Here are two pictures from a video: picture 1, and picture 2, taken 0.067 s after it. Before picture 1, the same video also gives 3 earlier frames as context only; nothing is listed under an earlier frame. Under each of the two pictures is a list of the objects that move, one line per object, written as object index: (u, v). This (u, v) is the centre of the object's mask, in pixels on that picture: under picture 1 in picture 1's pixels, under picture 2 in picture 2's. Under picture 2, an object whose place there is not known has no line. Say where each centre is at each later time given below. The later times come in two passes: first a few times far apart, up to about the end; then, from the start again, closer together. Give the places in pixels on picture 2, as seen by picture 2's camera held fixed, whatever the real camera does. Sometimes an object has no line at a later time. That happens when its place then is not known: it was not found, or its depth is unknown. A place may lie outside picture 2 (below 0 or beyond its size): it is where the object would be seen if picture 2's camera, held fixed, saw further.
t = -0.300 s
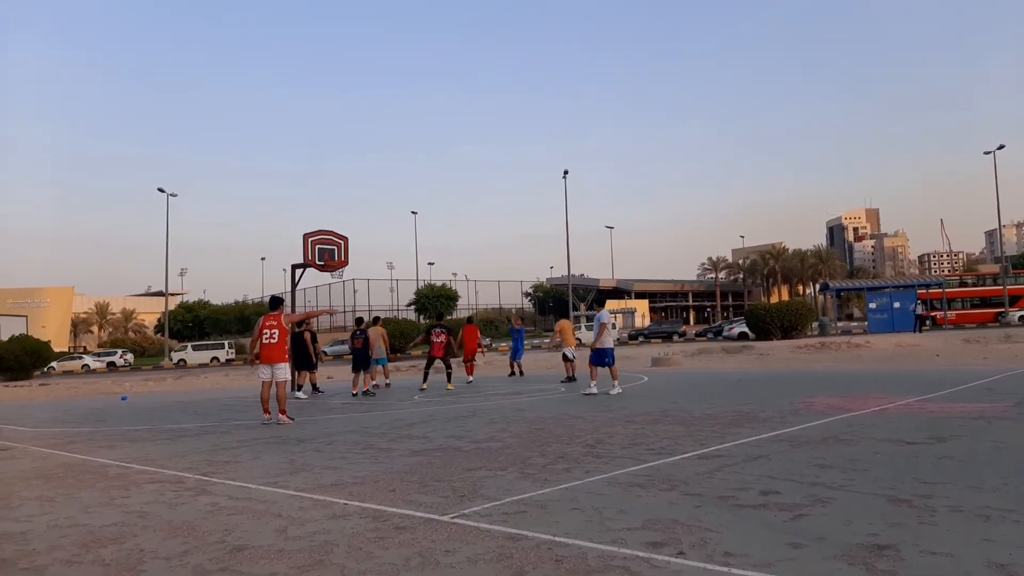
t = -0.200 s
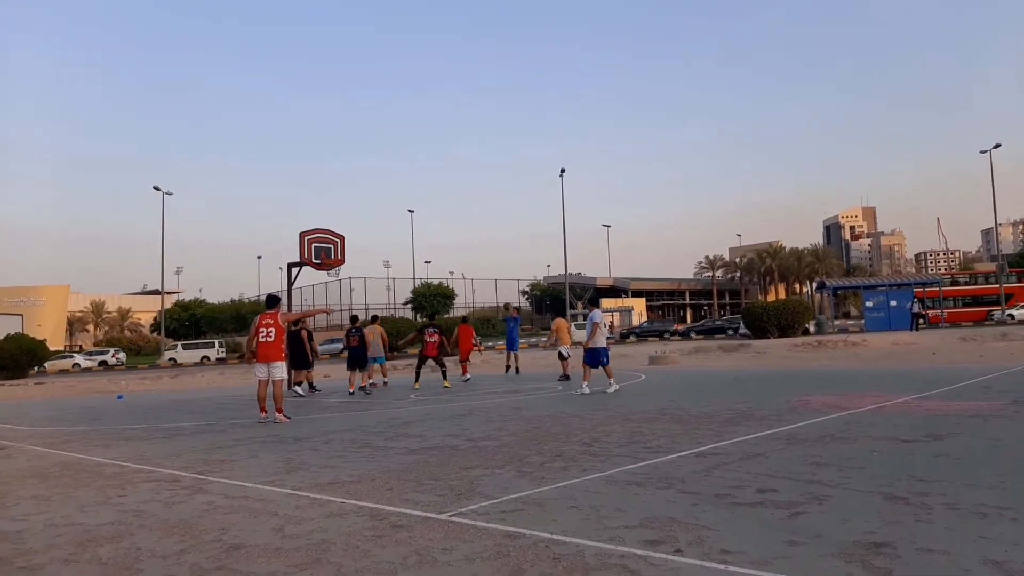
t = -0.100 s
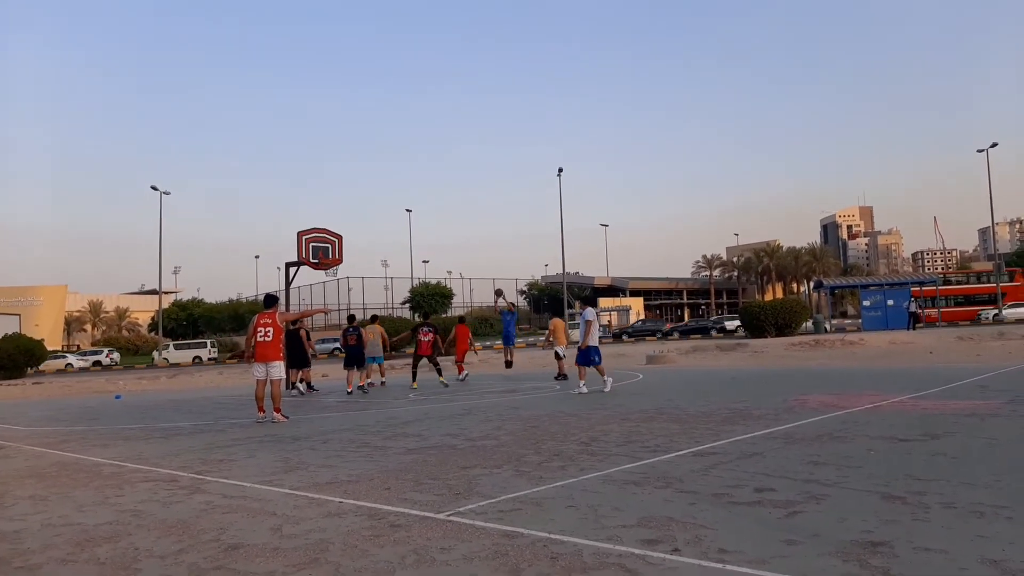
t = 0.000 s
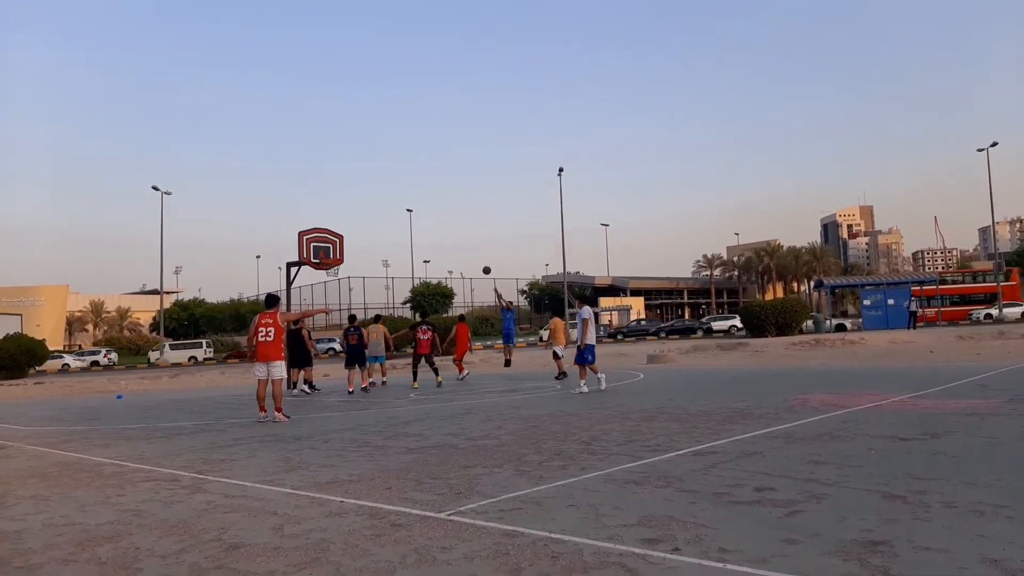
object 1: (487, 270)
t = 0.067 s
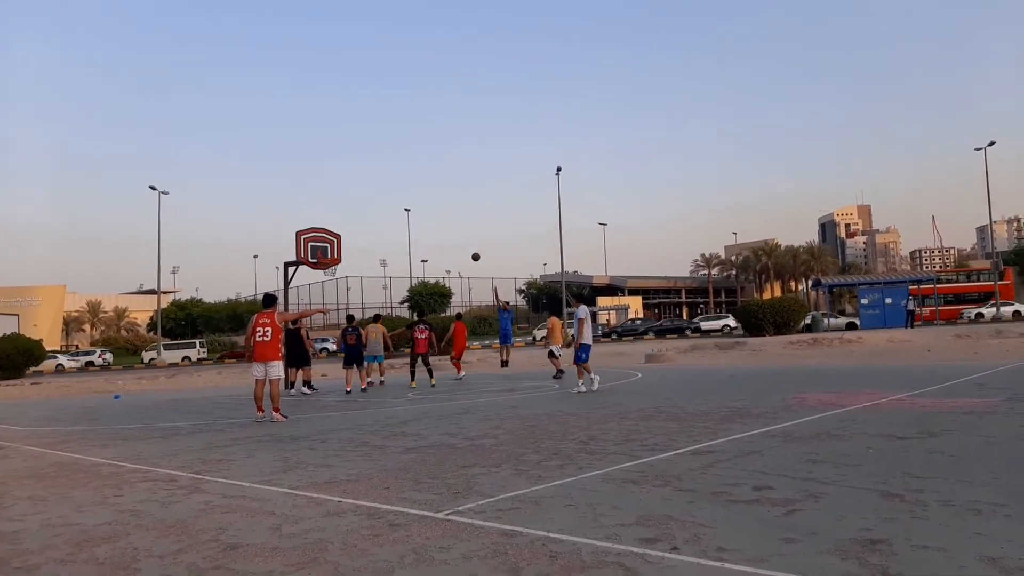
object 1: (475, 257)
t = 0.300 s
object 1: (445, 223)
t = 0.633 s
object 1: (400, 206)
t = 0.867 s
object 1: (368, 220)
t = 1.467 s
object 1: (287, 258)
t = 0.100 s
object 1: (471, 251)
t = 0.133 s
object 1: (467, 245)
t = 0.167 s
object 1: (463, 240)
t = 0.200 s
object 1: (458, 235)
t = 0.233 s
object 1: (454, 231)
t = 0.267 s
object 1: (449, 227)
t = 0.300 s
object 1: (445, 223)
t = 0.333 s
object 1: (440, 219)
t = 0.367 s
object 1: (436, 216)
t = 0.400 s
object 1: (432, 214)
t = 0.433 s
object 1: (427, 211)
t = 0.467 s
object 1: (422, 210)
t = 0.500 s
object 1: (418, 208)
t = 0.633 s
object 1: (400, 206)
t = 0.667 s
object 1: (395, 207)
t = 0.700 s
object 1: (391, 208)
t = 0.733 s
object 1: (386, 210)
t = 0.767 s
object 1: (382, 212)
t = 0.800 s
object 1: (377, 214)
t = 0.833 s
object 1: (373, 217)
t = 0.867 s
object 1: (368, 220)
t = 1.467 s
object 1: (287, 258)
